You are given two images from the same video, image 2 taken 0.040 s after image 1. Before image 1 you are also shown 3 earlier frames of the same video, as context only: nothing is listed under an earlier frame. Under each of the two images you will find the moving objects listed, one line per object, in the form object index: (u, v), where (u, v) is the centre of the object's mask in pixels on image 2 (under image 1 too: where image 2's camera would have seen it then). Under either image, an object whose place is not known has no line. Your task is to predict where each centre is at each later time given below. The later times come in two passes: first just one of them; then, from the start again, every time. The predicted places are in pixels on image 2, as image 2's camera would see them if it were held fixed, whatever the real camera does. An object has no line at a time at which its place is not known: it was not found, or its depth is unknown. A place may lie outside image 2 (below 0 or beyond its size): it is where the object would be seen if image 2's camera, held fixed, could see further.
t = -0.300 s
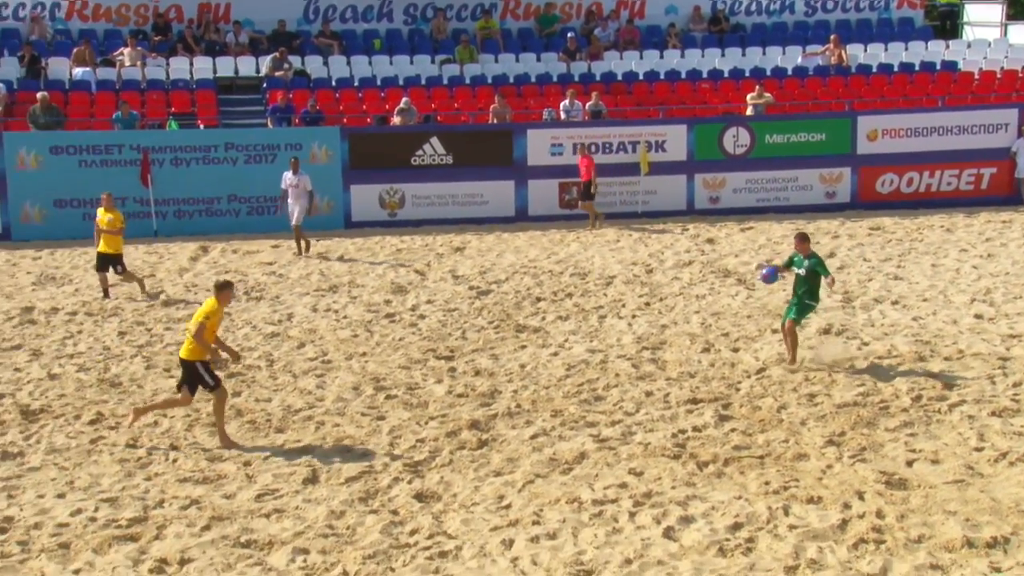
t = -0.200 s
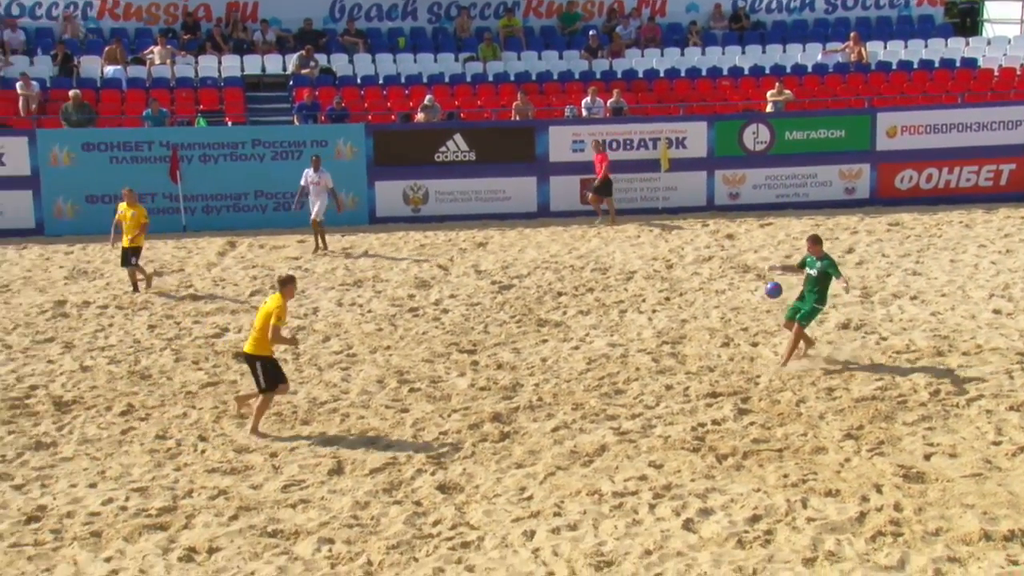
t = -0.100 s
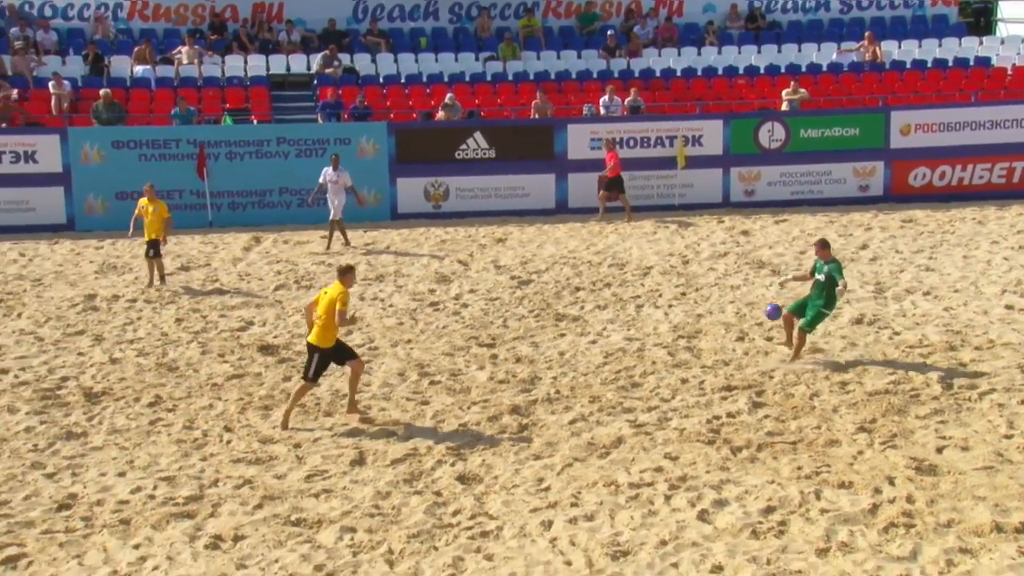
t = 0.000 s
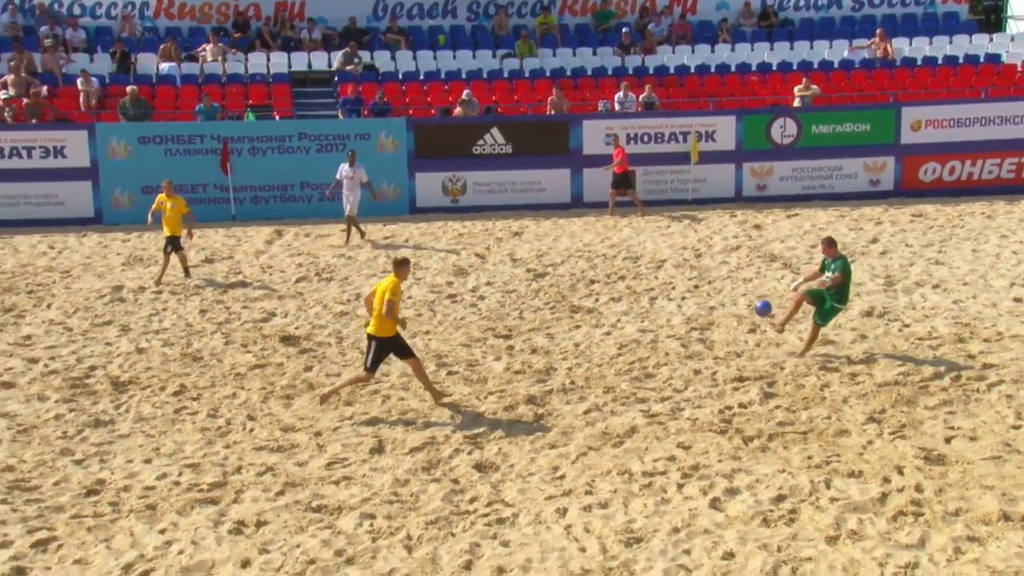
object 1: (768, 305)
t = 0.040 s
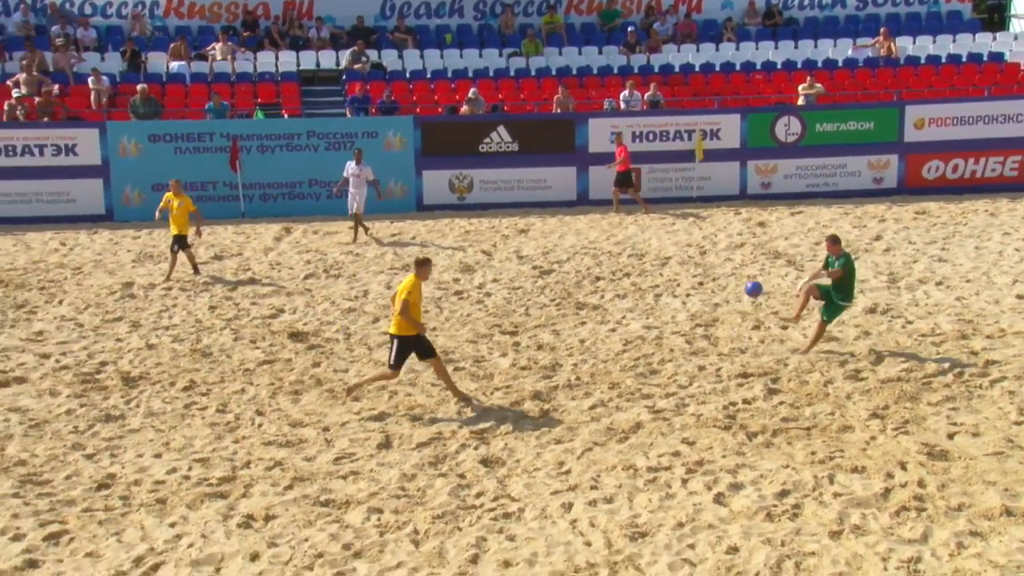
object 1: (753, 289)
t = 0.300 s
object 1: (651, 204)
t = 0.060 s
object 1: (747, 281)
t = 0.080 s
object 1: (739, 273)
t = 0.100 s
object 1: (732, 266)
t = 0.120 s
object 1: (724, 258)
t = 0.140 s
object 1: (716, 251)
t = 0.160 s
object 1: (708, 245)
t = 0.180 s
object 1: (700, 238)
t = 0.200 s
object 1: (692, 232)
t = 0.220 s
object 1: (684, 225)
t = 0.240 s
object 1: (676, 219)
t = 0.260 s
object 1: (668, 214)
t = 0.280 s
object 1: (659, 208)
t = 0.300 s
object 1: (651, 204)
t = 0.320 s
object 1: (642, 198)
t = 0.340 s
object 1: (633, 193)
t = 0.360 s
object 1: (624, 189)
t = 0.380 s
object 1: (615, 186)
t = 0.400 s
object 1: (603, 181)
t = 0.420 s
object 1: (593, 178)
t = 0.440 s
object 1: (581, 176)
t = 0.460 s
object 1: (571, 173)
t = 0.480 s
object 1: (561, 169)
